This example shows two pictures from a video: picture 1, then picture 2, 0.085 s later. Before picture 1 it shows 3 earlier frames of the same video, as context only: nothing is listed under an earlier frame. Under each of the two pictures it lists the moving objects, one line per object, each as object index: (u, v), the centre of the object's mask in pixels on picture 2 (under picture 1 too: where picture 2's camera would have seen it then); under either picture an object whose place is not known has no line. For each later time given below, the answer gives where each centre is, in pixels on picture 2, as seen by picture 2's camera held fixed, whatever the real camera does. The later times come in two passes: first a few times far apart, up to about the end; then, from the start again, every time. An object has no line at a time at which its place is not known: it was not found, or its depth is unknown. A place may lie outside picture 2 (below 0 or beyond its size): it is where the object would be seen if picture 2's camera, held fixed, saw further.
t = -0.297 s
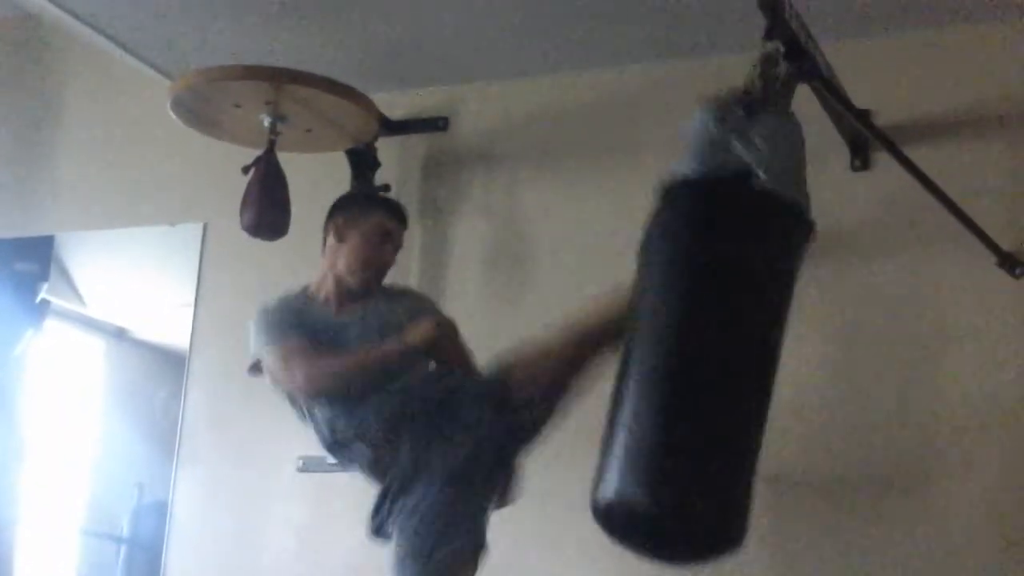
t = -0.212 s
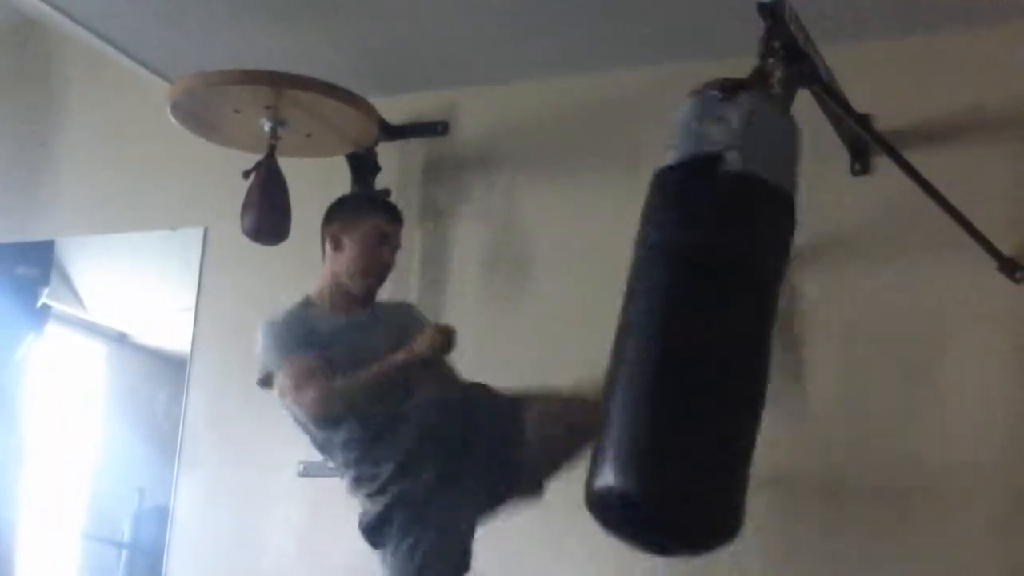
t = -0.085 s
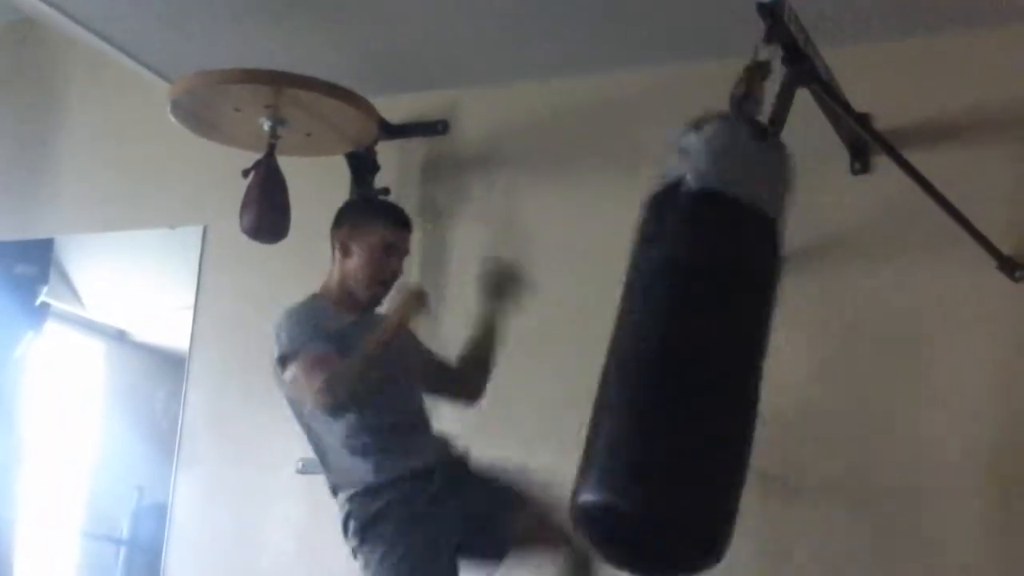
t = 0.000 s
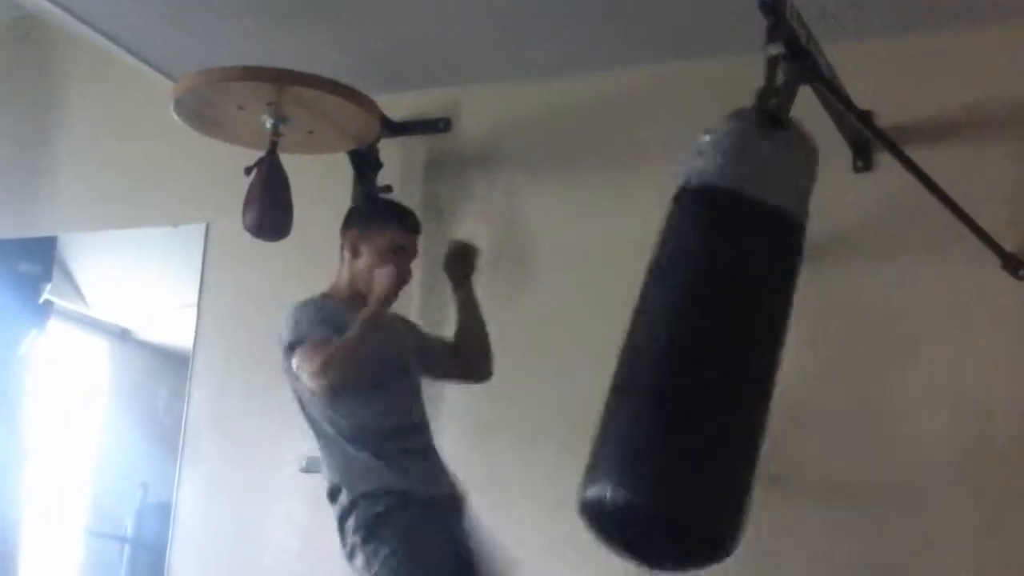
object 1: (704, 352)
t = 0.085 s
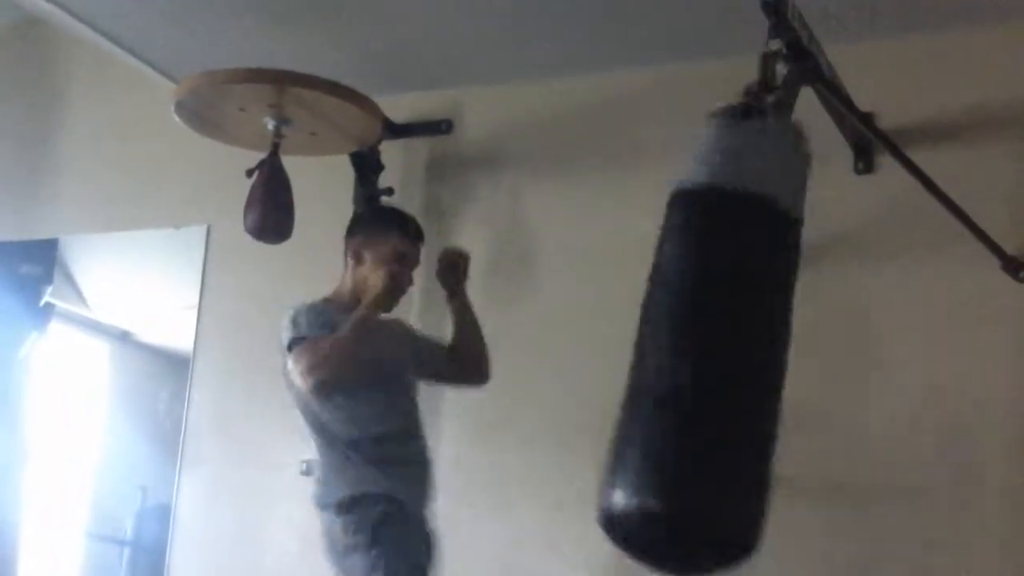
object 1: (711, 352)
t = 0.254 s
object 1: (753, 352)
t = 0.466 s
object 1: (797, 361)
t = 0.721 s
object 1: (835, 364)
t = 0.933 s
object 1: (829, 358)
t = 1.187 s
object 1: (801, 373)
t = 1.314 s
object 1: (773, 365)
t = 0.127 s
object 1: (716, 357)
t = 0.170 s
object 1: (727, 360)
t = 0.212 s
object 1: (741, 358)
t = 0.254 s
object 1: (753, 352)
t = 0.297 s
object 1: (760, 351)
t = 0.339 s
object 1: (768, 354)
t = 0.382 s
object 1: (777, 359)
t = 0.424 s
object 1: (788, 364)
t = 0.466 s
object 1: (797, 361)
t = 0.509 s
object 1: (804, 361)
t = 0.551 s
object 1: (811, 359)
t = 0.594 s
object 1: (819, 359)
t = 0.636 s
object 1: (826, 358)
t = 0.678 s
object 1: (829, 360)
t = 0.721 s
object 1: (835, 364)
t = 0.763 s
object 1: (838, 366)
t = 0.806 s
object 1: (838, 369)
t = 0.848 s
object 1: (838, 367)
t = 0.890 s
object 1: (834, 363)
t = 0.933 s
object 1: (829, 358)
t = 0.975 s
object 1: (825, 357)
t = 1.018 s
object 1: (822, 357)
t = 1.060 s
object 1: (820, 363)
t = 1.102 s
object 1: (815, 370)
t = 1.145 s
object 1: (808, 373)
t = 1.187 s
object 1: (801, 373)
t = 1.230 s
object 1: (791, 367)
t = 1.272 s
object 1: (781, 366)
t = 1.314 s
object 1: (773, 365)
